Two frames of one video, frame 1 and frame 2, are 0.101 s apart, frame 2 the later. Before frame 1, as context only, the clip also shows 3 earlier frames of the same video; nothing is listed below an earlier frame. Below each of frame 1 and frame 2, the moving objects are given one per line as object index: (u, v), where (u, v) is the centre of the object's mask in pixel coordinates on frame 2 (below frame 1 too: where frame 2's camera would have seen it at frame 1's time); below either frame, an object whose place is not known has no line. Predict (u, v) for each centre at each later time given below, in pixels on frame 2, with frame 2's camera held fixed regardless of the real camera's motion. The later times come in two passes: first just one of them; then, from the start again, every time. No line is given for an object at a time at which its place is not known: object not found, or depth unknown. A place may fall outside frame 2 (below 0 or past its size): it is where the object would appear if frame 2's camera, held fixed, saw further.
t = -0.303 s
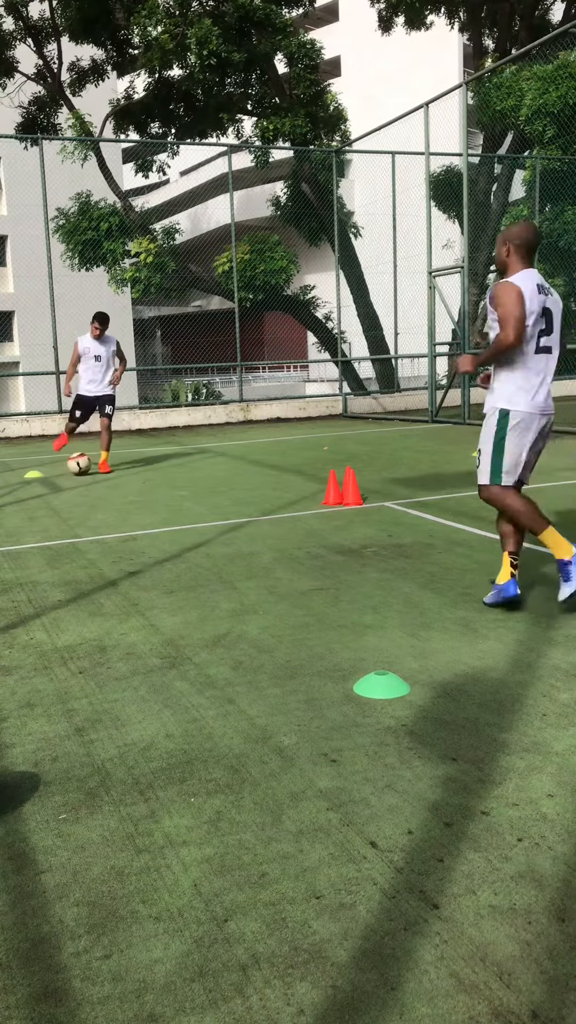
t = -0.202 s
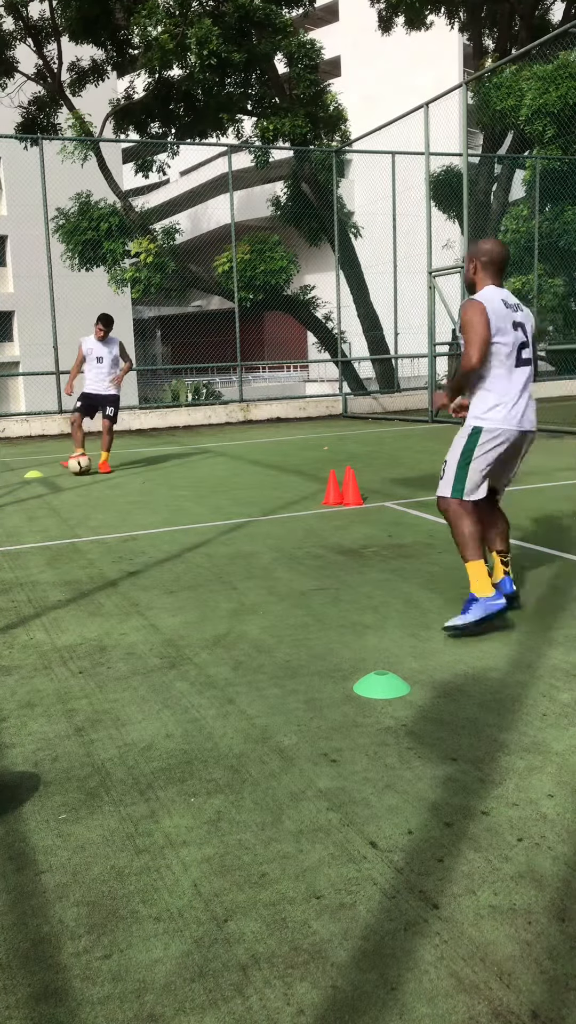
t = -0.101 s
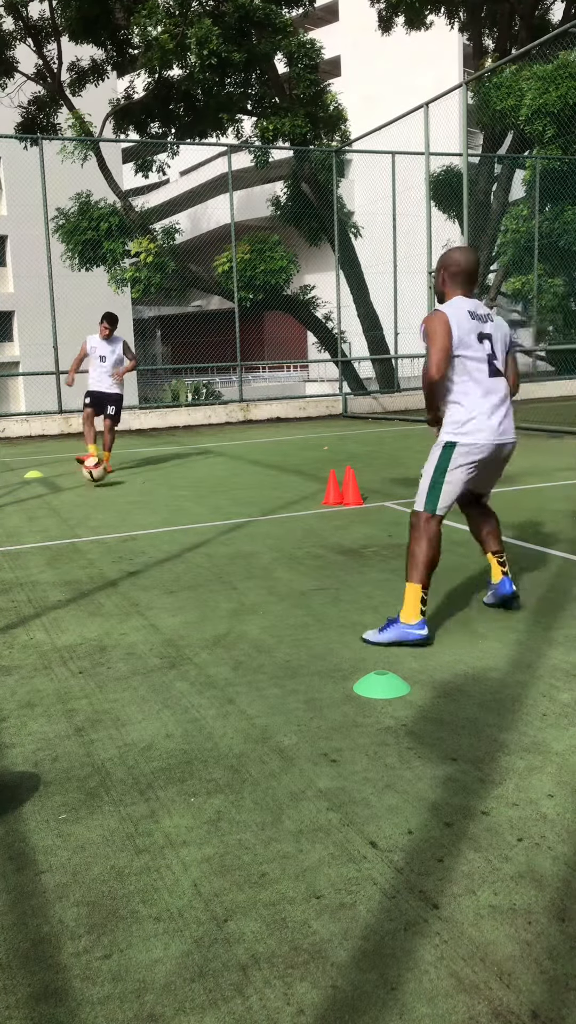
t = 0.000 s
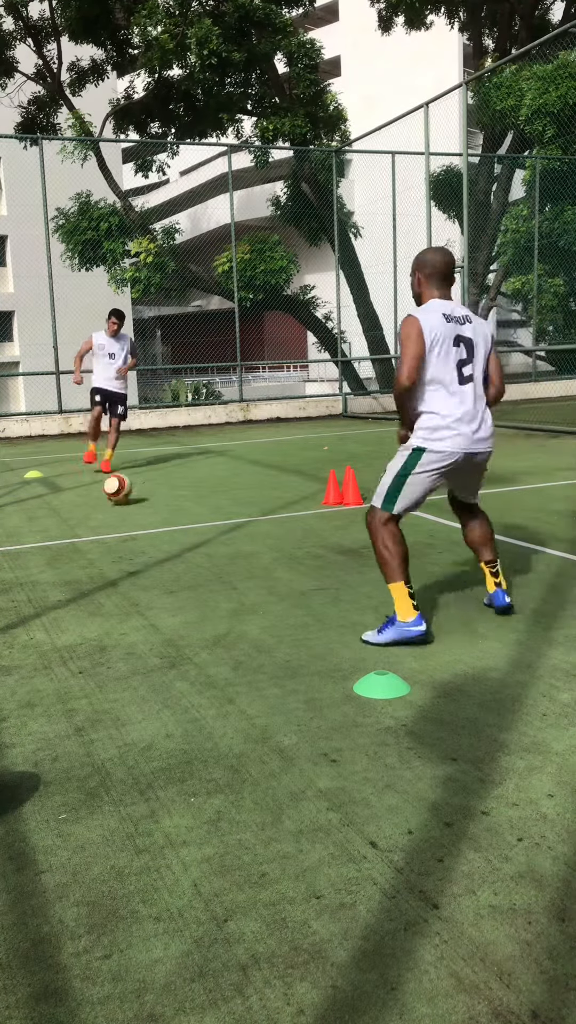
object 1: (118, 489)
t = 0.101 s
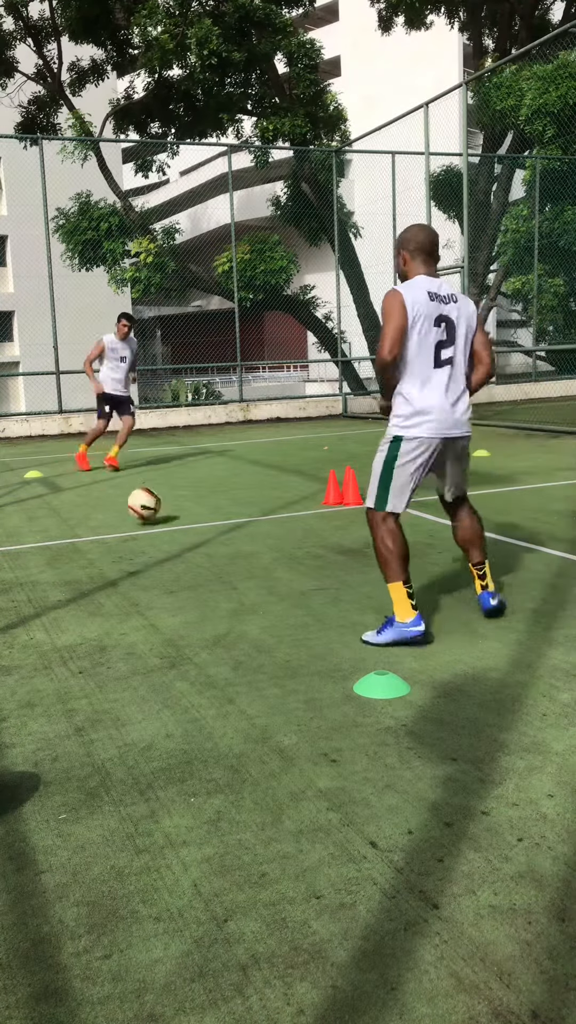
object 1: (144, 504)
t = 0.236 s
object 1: (189, 541)
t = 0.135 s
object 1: (154, 509)
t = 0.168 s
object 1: (164, 517)
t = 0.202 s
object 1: (177, 528)
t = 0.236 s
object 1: (189, 541)
